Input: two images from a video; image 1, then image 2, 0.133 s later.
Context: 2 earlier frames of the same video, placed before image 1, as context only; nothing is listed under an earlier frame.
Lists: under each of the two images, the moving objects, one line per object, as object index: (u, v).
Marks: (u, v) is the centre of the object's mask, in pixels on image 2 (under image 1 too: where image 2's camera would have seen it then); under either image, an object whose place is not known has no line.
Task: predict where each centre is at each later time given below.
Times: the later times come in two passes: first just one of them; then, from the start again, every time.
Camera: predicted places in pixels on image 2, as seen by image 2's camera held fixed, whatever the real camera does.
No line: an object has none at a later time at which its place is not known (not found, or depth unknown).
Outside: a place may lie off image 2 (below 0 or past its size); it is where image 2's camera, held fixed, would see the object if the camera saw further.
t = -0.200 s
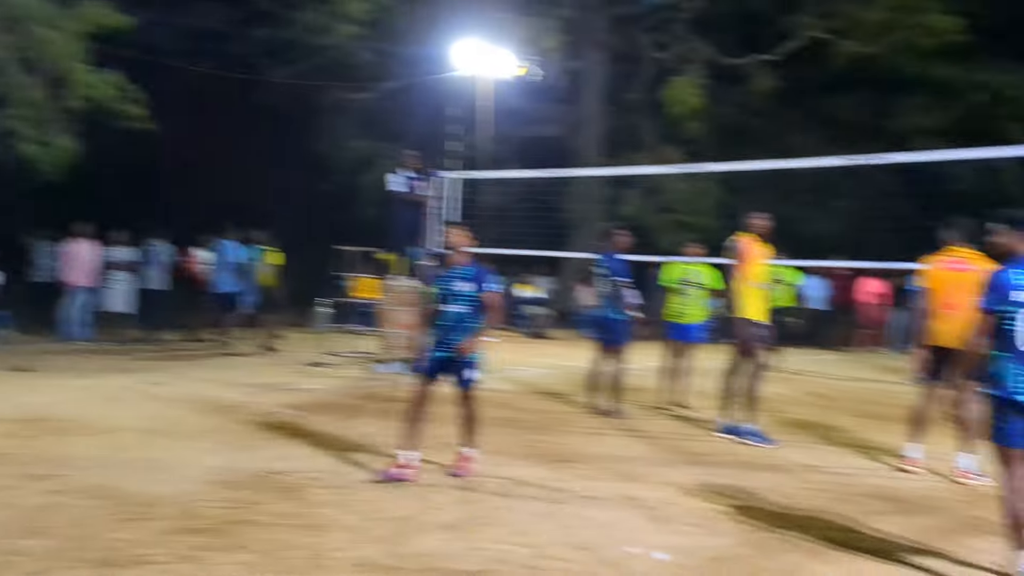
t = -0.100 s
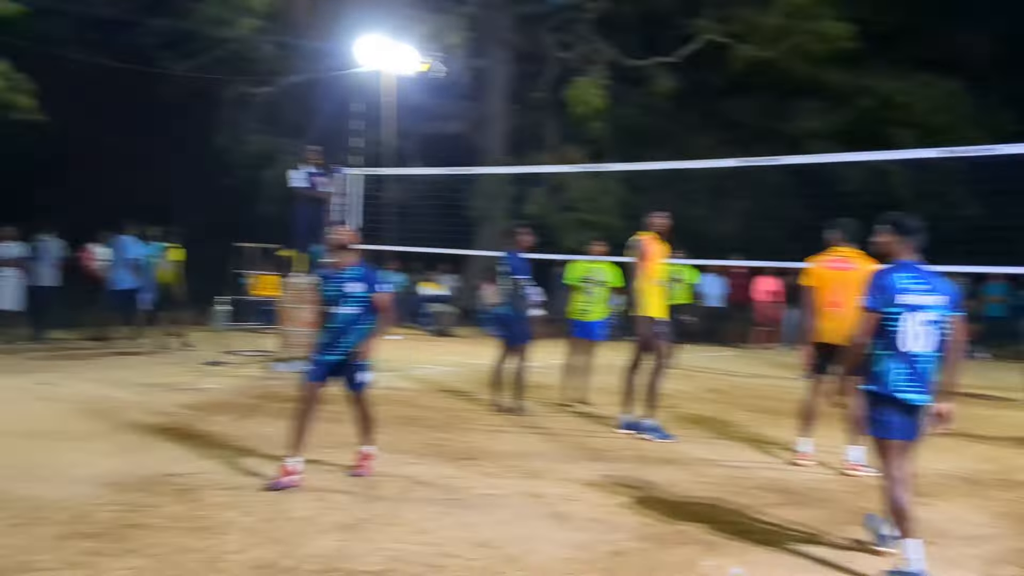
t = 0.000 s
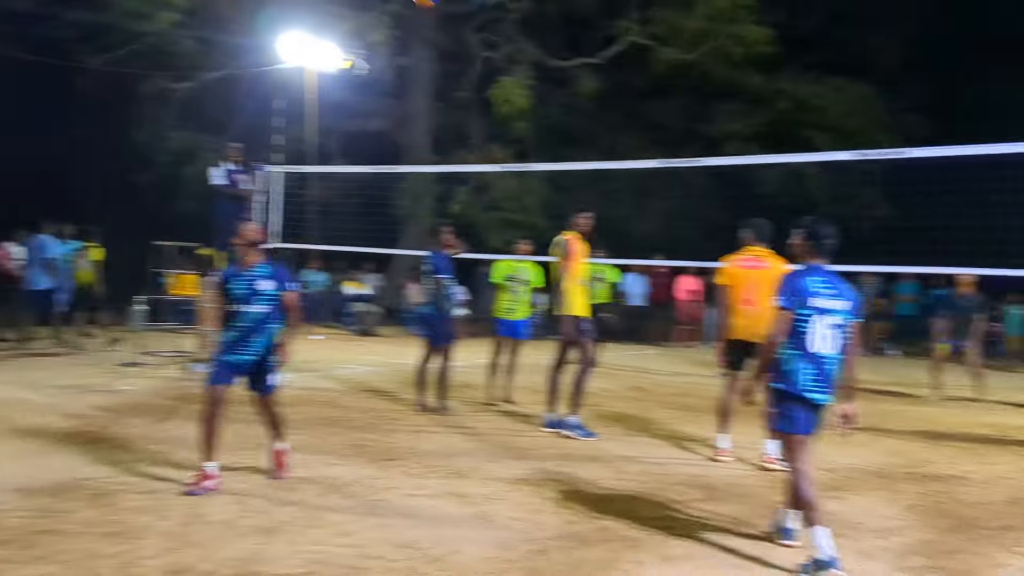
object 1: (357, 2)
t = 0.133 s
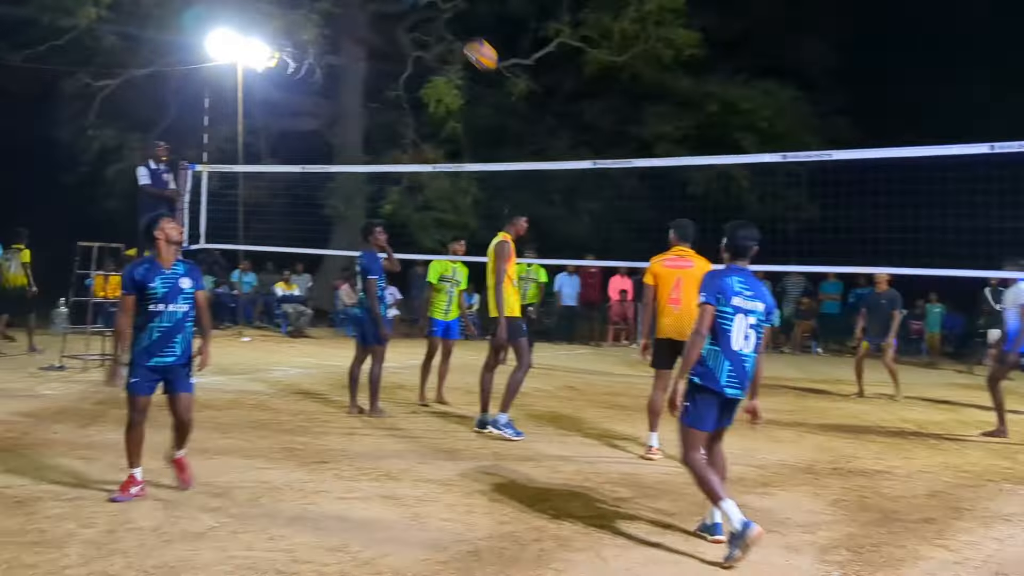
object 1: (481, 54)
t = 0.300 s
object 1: (583, 139)
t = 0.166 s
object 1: (506, 71)
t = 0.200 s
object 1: (528, 88)
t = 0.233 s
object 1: (549, 106)
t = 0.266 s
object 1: (566, 122)
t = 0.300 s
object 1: (583, 139)
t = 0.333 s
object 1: (597, 152)
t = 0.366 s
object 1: (613, 176)
